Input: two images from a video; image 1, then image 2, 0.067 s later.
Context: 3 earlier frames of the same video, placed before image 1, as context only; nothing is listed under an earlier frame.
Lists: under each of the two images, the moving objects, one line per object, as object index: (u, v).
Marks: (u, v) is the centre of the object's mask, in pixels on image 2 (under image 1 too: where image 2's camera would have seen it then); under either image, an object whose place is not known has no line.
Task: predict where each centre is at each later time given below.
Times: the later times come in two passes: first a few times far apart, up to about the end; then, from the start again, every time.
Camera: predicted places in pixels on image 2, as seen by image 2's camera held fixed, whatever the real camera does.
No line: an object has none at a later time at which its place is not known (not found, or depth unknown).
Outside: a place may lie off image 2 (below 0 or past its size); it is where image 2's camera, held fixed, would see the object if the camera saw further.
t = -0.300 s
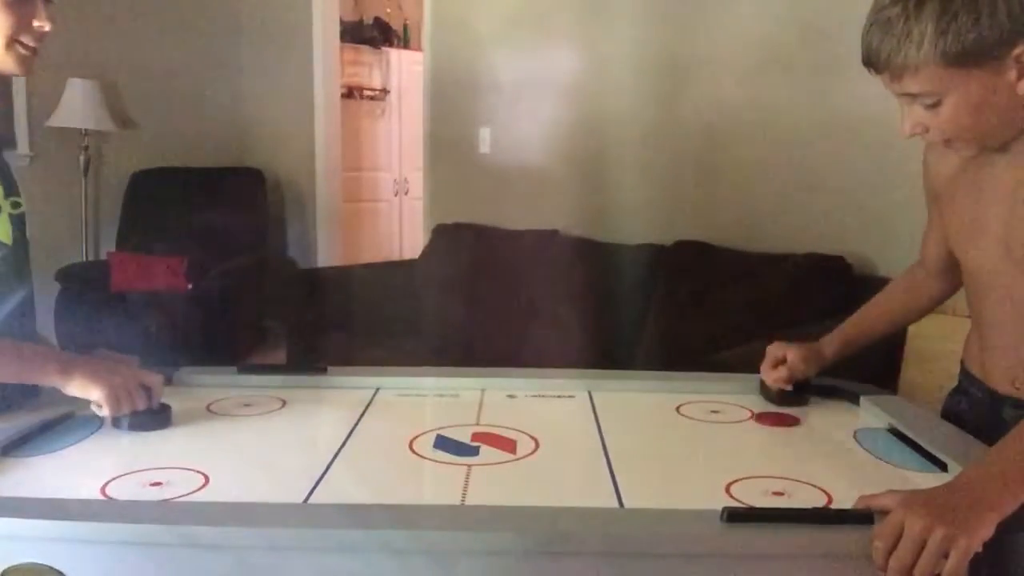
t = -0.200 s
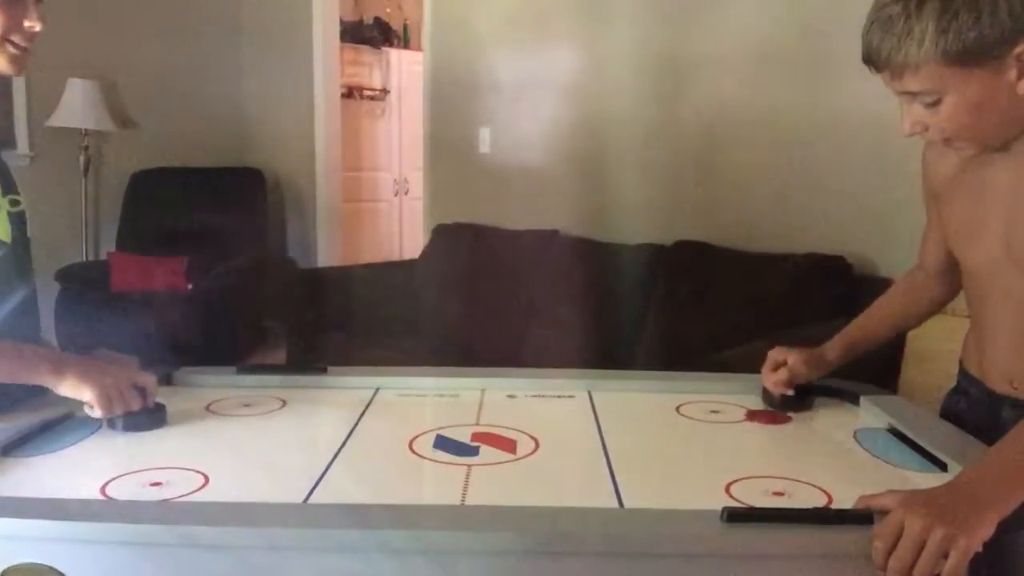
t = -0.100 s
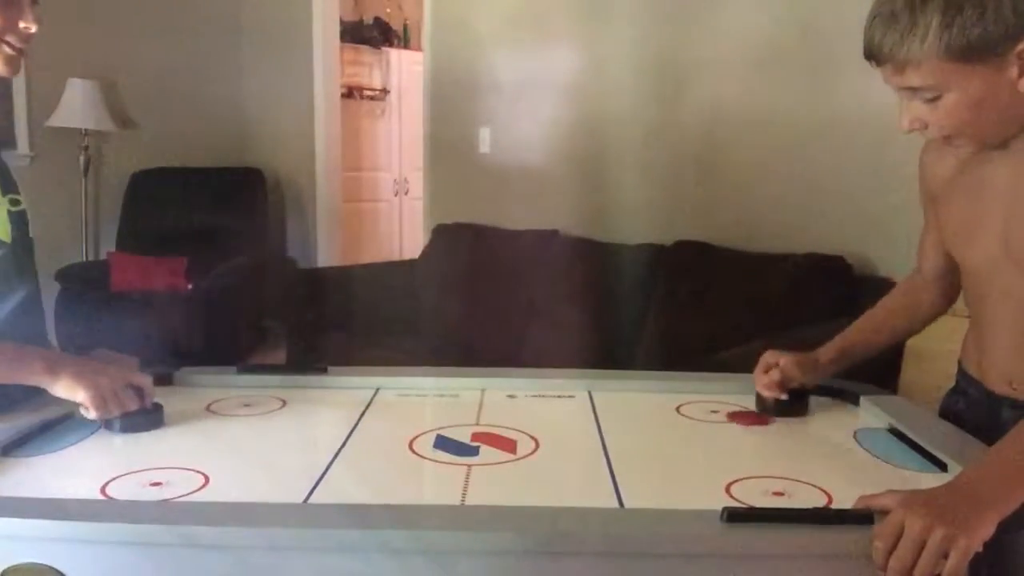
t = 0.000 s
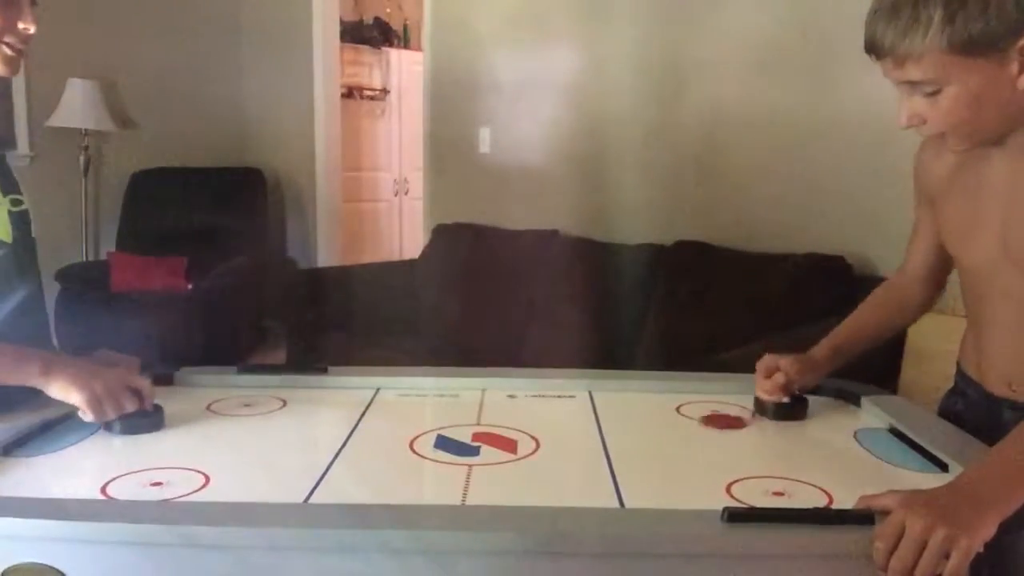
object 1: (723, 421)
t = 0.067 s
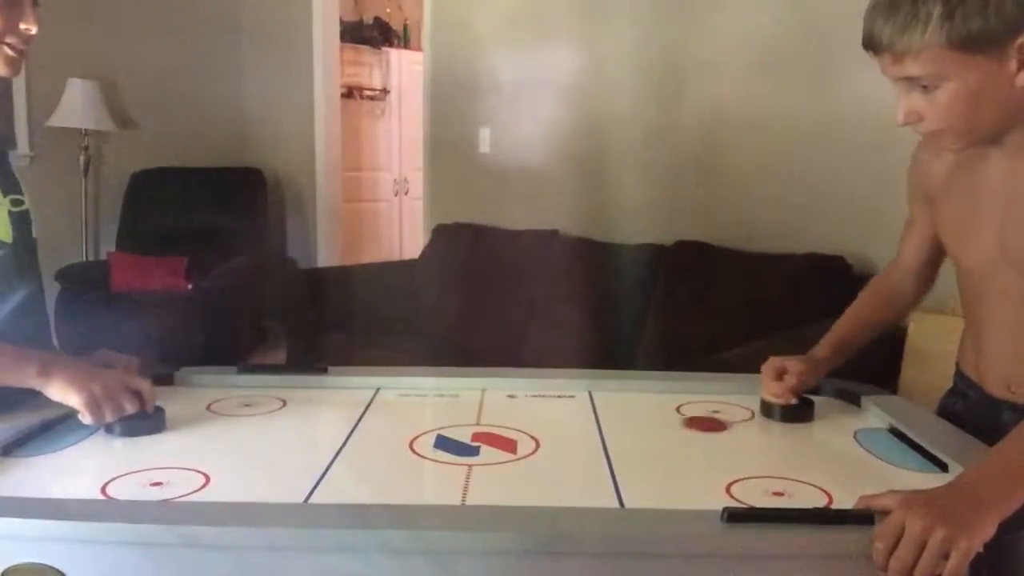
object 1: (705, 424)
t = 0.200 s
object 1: (669, 428)
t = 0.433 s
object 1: (600, 437)
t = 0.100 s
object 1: (696, 425)
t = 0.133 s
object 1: (687, 426)
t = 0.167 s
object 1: (678, 427)
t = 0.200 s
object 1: (669, 428)
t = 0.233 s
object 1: (660, 430)
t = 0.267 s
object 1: (650, 431)
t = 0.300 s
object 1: (640, 432)
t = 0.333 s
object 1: (630, 433)
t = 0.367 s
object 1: (620, 435)
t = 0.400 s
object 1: (610, 436)
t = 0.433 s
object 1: (600, 437)
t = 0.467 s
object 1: (589, 439)
